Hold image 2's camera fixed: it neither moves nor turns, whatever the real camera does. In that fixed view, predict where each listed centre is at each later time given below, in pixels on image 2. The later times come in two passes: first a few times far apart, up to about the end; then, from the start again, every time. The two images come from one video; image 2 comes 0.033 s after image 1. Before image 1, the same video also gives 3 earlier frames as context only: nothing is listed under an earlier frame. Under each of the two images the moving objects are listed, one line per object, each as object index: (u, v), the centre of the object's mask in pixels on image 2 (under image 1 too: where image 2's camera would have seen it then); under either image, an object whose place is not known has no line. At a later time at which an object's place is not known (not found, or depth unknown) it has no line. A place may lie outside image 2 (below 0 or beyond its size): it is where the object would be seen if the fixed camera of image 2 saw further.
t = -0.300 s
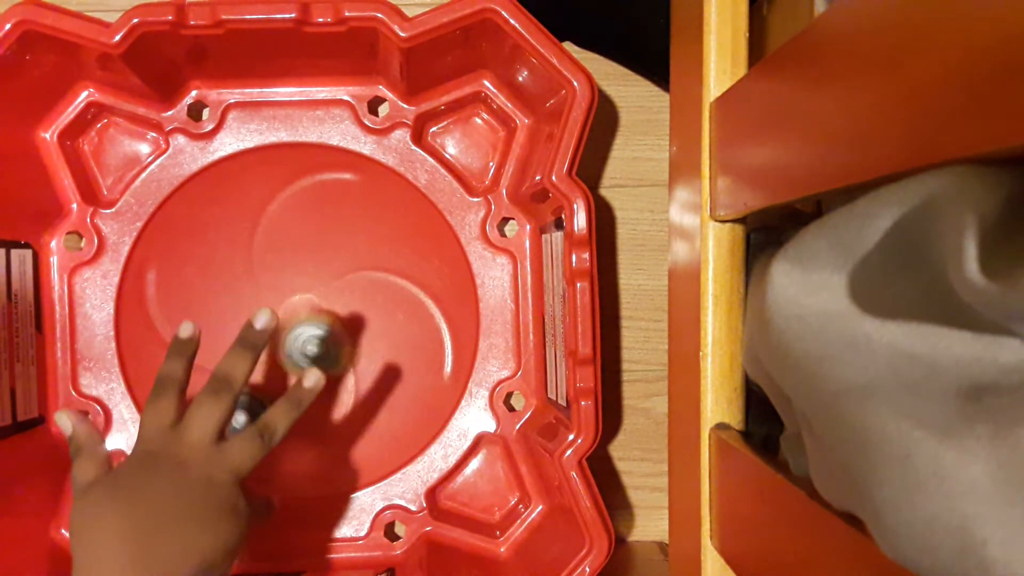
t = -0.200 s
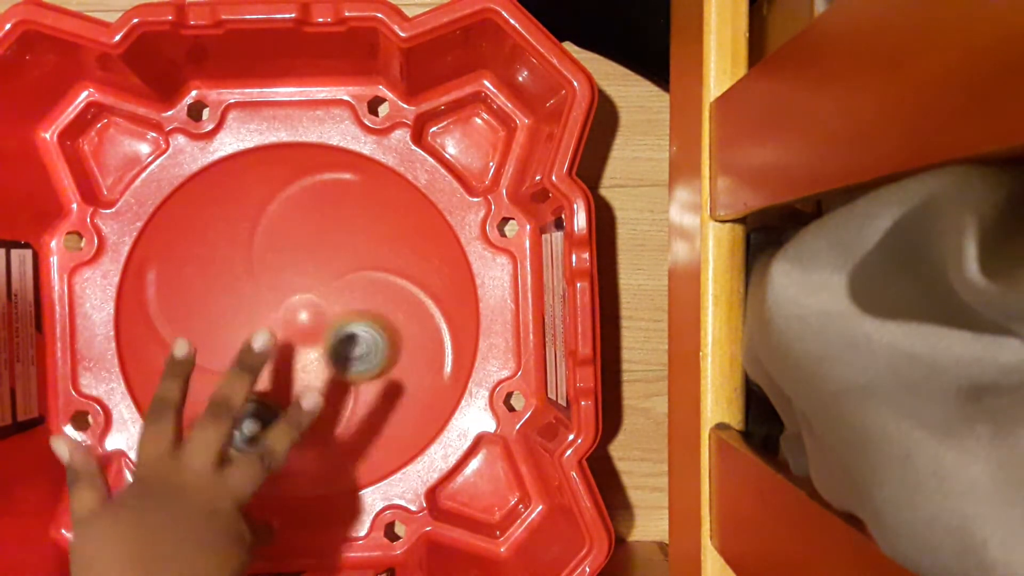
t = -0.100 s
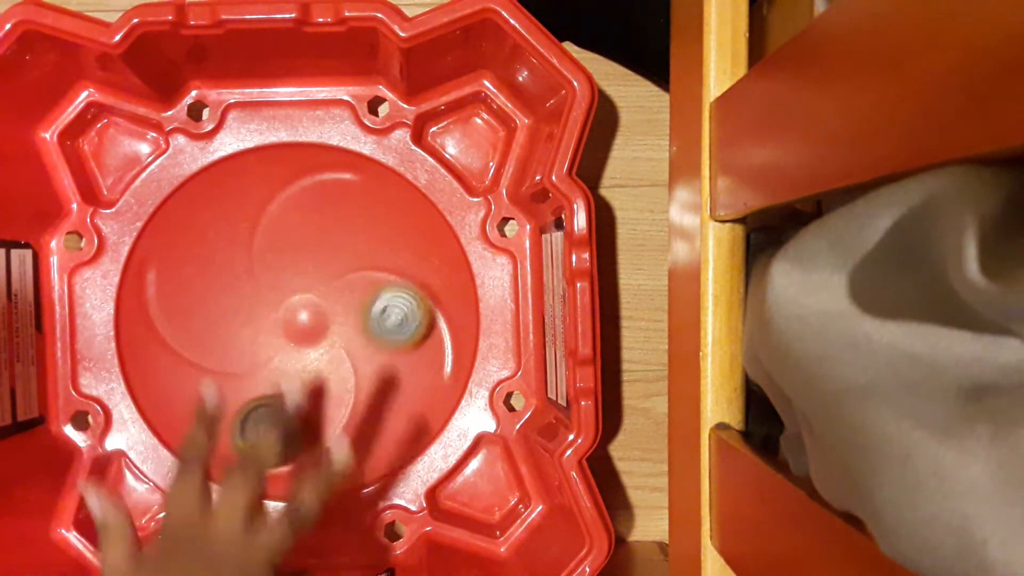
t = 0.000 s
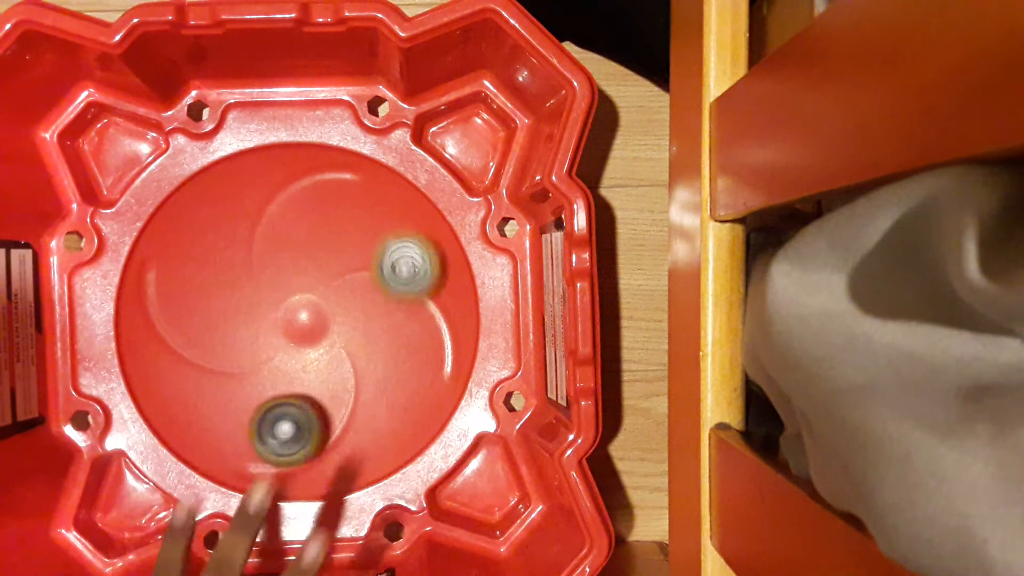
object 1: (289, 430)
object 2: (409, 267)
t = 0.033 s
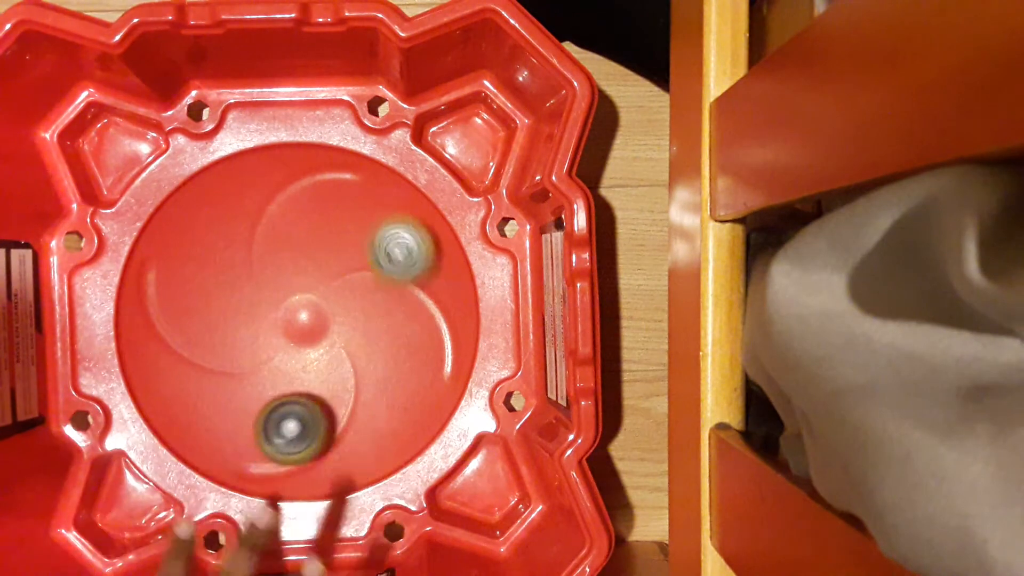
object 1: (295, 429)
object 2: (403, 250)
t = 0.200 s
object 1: (326, 415)
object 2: (309, 222)
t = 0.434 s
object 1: (364, 378)
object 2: (255, 368)
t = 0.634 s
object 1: (381, 341)
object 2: (350, 449)
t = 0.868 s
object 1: (381, 299)
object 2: (440, 348)
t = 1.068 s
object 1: (306, 217)
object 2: (406, 274)
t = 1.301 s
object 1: (275, 167)
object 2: (254, 302)
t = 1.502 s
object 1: (287, 222)
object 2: (215, 408)
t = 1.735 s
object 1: (258, 323)
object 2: (314, 460)
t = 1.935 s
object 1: (186, 385)
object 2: (352, 331)
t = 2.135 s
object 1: (151, 383)
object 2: (272, 247)
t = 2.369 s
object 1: (238, 342)
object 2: (175, 290)
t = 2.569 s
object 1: (317, 364)
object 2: (241, 380)
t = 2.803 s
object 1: (412, 422)
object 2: (350, 353)
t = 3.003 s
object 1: (396, 419)
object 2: (356, 257)
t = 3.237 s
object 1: (352, 347)
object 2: (253, 247)
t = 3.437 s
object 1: (360, 271)
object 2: (255, 352)
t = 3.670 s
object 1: (367, 228)
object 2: (365, 393)
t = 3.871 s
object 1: (348, 227)
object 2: (414, 320)
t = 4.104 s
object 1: (270, 225)
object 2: (397, 294)
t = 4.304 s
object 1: (233, 251)
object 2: (371, 330)
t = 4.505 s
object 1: (215, 292)
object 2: (346, 384)
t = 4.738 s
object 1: (226, 353)
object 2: (341, 411)
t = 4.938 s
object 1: (249, 408)
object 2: (343, 368)
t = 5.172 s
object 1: (282, 427)
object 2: (342, 275)
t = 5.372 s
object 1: (326, 410)
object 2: (263, 261)
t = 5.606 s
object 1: (384, 356)
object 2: (251, 352)
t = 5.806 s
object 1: (408, 308)
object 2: (331, 385)
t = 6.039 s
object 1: (392, 254)
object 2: (387, 342)
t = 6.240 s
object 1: (353, 228)
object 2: (359, 326)
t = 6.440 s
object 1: (296, 232)
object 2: (297, 364)
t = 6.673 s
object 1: (222, 271)
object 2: (311, 404)
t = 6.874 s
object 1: (191, 319)
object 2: (322, 351)
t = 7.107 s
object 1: (210, 375)
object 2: (275, 299)
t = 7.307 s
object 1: (258, 409)
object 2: (230, 307)
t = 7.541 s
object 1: (336, 419)
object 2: (286, 341)
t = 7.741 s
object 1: (392, 396)
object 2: (325, 350)
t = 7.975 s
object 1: (411, 351)
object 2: (344, 307)
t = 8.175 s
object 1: (386, 291)
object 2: (304, 291)
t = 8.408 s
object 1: (323, 228)
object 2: (275, 328)
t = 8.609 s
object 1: (269, 217)
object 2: (302, 363)
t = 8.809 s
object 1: (235, 250)
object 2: (343, 341)
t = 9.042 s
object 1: (220, 327)
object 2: (325, 295)
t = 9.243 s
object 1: (235, 399)
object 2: (285, 304)
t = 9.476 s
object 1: (283, 430)
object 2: (283, 350)
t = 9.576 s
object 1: (308, 431)
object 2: (298, 352)
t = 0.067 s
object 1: (301, 427)
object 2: (391, 235)
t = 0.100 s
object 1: (308, 424)
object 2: (374, 224)
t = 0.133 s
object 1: (314, 422)
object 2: (354, 217)
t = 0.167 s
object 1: (320, 418)
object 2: (332, 216)
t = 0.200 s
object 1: (326, 415)
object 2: (309, 222)
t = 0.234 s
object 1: (332, 411)
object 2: (288, 234)
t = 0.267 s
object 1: (339, 406)
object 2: (270, 251)
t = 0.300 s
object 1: (345, 401)
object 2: (259, 271)
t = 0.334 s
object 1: (351, 395)
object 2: (250, 294)
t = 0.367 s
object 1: (356, 389)
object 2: (246, 319)
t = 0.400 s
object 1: (360, 384)
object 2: (250, 344)
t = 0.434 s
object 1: (364, 378)
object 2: (255, 368)
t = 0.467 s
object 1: (368, 372)
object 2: (265, 390)
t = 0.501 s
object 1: (371, 367)
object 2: (277, 409)
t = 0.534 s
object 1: (374, 361)
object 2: (295, 427)
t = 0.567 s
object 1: (376, 354)
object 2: (313, 437)
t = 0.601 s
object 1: (379, 348)
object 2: (331, 446)
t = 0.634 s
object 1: (381, 341)
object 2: (350, 449)
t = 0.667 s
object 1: (383, 335)
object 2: (369, 446)
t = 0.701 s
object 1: (383, 329)
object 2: (388, 442)
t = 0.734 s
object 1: (384, 323)
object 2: (407, 430)
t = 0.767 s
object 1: (383, 317)
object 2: (423, 412)
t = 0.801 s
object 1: (383, 312)
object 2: (433, 393)
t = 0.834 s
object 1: (383, 306)
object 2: (439, 370)
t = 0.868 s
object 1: (381, 299)
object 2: (440, 348)
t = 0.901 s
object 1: (368, 283)
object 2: (450, 336)
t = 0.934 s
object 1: (354, 267)
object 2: (452, 325)
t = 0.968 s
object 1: (340, 255)
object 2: (449, 313)
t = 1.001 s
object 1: (328, 242)
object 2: (440, 298)
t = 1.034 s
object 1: (317, 230)
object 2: (424, 285)
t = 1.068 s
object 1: (306, 217)
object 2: (406, 274)
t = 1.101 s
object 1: (297, 205)
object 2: (384, 267)
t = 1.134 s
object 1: (290, 193)
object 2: (362, 264)
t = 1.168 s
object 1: (283, 183)
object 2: (338, 266)
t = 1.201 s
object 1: (278, 175)
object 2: (315, 270)
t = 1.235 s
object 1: (276, 170)
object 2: (292, 278)
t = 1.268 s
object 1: (275, 167)
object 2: (271, 290)
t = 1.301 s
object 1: (275, 167)
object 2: (254, 302)
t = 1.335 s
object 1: (277, 170)
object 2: (240, 319)
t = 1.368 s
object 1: (279, 176)
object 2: (229, 336)
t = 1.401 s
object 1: (281, 185)
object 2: (221, 354)
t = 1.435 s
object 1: (284, 195)
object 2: (215, 373)
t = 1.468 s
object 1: (286, 208)
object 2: (214, 390)
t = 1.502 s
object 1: (287, 222)
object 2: (215, 408)
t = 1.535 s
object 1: (287, 237)
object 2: (219, 427)
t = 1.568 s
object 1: (287, 252)
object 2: (227, 444)
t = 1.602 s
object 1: (285, 265)
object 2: (240, 457)
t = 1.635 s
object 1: (281, 280)
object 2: (256, 468)
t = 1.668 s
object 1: (275, 294)
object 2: (273, 473)
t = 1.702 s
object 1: (268, 309)
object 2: (294, 469)
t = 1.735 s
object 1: (258, 323)
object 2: (314, 460)
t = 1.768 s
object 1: (247, 337)
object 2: (331, 443)
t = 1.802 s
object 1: (235, 350)
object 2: (343, 421)
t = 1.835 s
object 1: (223, 361)
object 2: (352, 398)
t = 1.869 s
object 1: (209, 371)
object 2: (355, 376)
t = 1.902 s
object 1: (198, 379)
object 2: (356, 352)
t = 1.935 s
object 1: (186, 385)
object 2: (352, 331)
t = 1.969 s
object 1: (175, 390)
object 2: (346, 310)
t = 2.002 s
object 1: (165, 393)
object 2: (335, 292)
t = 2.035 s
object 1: (155, 395)
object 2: (323, 276)
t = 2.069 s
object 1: (148, 394)
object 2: (310, 264)
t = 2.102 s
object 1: (146, 390)
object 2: (292, 254)
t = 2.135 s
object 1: (151, 383)
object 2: (272, 247)
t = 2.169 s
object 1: (159, 376)
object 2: (257, 243)
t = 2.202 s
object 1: (167, 370)
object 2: (242, 243)
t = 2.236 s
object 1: (181, 361)
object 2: (224, 246)
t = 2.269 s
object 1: (194, 354)
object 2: (209, 252)
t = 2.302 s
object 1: (209, 349)
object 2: (194, 261)
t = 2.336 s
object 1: (225, 345)
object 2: (179, 273)
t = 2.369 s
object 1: (238, 342)
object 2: (175, 290)
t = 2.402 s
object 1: (252, 340)
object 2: (173, 307)
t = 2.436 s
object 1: (265, 341)
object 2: (177, 327)
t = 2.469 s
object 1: (279, 344)
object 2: (187, 345)
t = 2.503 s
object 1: (292, 349)
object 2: (201, 360)
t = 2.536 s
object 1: (305, 356)
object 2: (219, 372)
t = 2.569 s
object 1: (317, 364)
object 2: (241, 380)
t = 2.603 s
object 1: (332, 373)
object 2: (259, 385)
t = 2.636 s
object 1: (350, 379)
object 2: (273, 388)
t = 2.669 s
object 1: (367, 387)
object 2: (291, 389)
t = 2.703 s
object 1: (379, 395)
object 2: (305, 385)
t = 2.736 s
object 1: (392, 404)
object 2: (322, 377)
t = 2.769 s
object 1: (405, 414)
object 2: (337, 365)
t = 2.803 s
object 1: (412, 422)
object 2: (350, 353)
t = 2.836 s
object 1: (418, 429)
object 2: (361, 337)
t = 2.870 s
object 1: (420, 434)
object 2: (367, 322)
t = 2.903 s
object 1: (417, 434)
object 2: (370, 304)
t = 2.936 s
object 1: (411, 431)
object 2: (369, 285)
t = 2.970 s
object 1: (404, 426)
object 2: (364, 270)
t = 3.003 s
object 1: (396, 419)
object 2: (356, 257)
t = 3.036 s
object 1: (388, 411)
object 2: (346, 245)
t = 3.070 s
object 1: (380, 402)
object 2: (334, 237)
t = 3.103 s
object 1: (372, 392)
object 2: (318, 229)
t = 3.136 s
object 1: (365, 381)
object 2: (300, 227)
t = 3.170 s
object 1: (359, 371)
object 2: (283, 230)
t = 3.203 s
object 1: (355, 359)
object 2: (266, 238)
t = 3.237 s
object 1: (352, 347)
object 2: (253, 247)
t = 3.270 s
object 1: (351, 335)
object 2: (244, 262)
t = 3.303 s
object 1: (351, 322)
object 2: (238, 280)
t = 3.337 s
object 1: (352, 308)
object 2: (237, 298)
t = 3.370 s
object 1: (354, 294)
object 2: (239, 318)
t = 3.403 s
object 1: (357, 282)
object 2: (246, 337)
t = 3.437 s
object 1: (360, 271)
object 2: (255, 352)
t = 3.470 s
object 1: (363, 260)
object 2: (267, 368)
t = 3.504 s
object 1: (365, 252)
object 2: (282, 382)
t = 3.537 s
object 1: (367, 245)
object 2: (299, 392)
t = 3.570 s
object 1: (367, 239)
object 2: (317, 396)
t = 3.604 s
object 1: (368, 234)
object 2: (333, 398)
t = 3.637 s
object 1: (368, 230)
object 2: (352, 397)
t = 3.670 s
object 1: (367, 228)
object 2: (365, 393)
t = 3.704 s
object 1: (365, 225)
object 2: (378, 388)
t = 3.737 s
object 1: (362, 224)
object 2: (393, 378)
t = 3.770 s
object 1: (360, 224)
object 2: (402, 367)
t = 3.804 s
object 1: (357, 224)
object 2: (410, 352)
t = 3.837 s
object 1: (352, 225)
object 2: (414, 336)
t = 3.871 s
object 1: (348, 227)
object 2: (414, 320)
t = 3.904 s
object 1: (342, 228)
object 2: (411, 303)
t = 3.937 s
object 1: (336, 230)
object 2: (403, 287)
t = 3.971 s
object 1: (329, 232)
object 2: (395, 276)
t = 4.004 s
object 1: (312, 227)
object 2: (398, 279)
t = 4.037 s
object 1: (294, 224)
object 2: (398, 285)
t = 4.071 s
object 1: (281, 224)
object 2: (398, 290)
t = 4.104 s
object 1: (270, 225)
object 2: (397, 294)
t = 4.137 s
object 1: (260, 228)
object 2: (395, 298)
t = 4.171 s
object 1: (252, 232)
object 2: (391, 302)
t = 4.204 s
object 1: (247, 236)
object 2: (387, 307)
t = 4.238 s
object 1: (242, 241)
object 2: (383, 314)
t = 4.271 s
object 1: (237, 246)
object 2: (377, 322)
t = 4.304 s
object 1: (233, 251)
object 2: (371, 330)
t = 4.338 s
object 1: (229, 257)
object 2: (366, 338)
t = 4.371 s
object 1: (225, 263)
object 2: (361, 348)
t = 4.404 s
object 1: (222, 270)
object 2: (356, 358)
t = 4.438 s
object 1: (219, 277)
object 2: (352, 367)
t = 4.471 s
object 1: (217, 284)
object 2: (349, 376)
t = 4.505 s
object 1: (215, 292)
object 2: (346, 384)
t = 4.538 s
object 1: (215, 300)
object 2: (345, 393)
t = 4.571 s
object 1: (215, 308)
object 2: (345, 402)
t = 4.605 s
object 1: (215, 316)
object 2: (345, 412)
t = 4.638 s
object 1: (217, 325)
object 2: (344, 419)
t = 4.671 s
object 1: (219, 335)
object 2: (343, 421)
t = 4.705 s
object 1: (222, 343)
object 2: (342, 417)
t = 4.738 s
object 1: (226, 353)
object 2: (341, 411)
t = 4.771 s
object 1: (230, 362)
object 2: (339, 405)
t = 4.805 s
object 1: (237, 373)
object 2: (336, 401)
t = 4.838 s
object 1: (243, 382)
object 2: (333, 395)
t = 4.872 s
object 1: (249, 390)
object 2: (328, 389)
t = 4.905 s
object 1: (251, 398)
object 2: (331, 381)
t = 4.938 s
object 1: (249, 408)
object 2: (343, 368)
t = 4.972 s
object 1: (252, 415)
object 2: (352, 357)
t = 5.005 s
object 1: (255, 420)
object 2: (358, 342)
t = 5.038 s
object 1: (260, 423)
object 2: (360, 328)
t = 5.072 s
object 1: (265, 425)
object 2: (360, 314)
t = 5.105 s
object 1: (270, 427)
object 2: (356, 300)
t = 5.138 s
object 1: (276, 427)
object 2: (350, 286)
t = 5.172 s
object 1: (282, 427)
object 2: (342, 275)
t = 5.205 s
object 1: (288, 426)
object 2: (330, 266)
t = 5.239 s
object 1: (295, 424)
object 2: (319, 258)
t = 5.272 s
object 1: (302, 422)
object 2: (305, 254)
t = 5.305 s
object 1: (310, 419)
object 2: (291, 253)
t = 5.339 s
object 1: (318, 415)
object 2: (276, 255)
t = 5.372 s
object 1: (326, 410)
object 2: (263, 261)
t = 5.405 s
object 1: (334, 405)
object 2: (252, 268)
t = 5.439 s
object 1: (344, 398)
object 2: (244, 280)
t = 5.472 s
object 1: (354, 389)
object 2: (239, 293)
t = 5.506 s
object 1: (362, 381)
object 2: (237, 307)
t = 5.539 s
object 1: (370, 372)
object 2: (238, 323)
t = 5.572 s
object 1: (377, 364)
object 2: (242, 339)
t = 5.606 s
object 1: (384, 356)
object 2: (251, 352)
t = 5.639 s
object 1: (390, 347)
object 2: (261, 364)
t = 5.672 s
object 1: (396, 339)
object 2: (274, 374)
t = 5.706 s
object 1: (400, 331)
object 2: (288, 380)
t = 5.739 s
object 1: (404, 323)
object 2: (303, 385)
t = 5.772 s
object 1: (407, 315)
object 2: (317, 387)
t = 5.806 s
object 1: (408, 308)
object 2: (331, 385)
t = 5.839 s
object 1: (409, 301)
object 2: (344, 381)
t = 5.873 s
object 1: (409, 292)
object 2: (357, 376)
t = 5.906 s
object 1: (407, 283)
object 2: (368, 368)
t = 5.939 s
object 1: (403, 277)
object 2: (376, 360)
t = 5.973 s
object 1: (399, 272)
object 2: (384, 350)
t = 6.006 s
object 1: (396, 263)
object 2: (387, 344)
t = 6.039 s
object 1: (392, 254)
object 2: (387, 342)
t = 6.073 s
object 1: (387, 247)
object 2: (387, 339)
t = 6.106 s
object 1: (381, 241)
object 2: (385, 335)
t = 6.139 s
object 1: (375, 237)
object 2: (382, 332)
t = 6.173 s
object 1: (369, 233)
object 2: (375, 329)
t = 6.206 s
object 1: (361, 230)
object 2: (369, 327)
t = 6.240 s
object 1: (353, 228)
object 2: (359, 326)
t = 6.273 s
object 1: (344, 227)
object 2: (347, 327)
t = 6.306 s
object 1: (336, 227)
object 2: (335, 330)
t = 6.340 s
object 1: (327, 227)
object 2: (324, 336)
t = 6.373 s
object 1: (317, 228)
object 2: (313, 345)
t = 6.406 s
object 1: (306, 230)
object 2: (303, 355)
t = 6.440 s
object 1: (296, 232)
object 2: (297, 364)
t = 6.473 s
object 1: (285, 235)
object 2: (293, 376)
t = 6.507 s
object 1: (274, 239)
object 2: (292, 386)
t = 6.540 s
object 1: (263, 244)
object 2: (294, 396)
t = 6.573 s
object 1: (251, 250)
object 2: (298, 402)
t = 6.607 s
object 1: (241, 257)
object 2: (303, 405)
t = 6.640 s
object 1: (231, 263)
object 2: (307, 406)
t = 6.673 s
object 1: (222, 271)
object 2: (311, 404)
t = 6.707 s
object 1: (214, 279)
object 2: (315, 400)
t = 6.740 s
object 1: (206, 287)
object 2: (319, 393)
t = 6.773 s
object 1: (200, 295)
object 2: (323, 385)
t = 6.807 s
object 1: (196, 303)
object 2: (324, 375)
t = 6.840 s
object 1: (193, 311)
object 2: (324, 363)
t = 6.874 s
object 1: (191, 319)
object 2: (322, 351)
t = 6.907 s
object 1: (190, 327)
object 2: (316, 338)
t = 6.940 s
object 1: (190, 334)
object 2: (312, 332)
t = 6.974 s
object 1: (192, 341)
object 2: (306, 327)
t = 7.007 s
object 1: (194, 351)
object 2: (298, 323)
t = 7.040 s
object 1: (198, 362)
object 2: (291, 316)
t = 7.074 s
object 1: (204, 369)
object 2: (283, 306)
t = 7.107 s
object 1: (210, 375)
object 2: (275, 299)
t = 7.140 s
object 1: (216, 382)
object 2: (267, 294)
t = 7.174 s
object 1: (224, 388)
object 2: (258, 292)
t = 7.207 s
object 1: (231, 394)
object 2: (249, 293)
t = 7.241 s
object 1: (240, 400)
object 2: (240, 296)
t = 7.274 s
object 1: (249, 404)
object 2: (233, 300)
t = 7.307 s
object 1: (258, 409)
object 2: (230, 307)
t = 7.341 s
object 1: (268, 413)
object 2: (230, 314)
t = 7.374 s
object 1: (279, 416)
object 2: (233, 322)
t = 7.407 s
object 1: (289, 419)
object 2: (240, 329)
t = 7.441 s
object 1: (301, 420)
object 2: (249, 336)
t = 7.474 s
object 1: (312, 421)
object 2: (261, 340)
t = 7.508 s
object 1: (323, 421)
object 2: (273, 342)
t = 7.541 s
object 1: (336, 419)
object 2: (286, 341)
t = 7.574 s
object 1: (348, 416)
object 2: (297, 341)
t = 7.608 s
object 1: (359, 413)
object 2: (304, 340)
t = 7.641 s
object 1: (369, 409)
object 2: (308, 342)
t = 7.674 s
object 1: (378, 405)
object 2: (311, 345)
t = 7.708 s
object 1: (385, 401)
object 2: (316, 348)
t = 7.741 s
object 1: (392, 396)
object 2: (325, 350)
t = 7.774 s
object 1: (398, 391)
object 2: (334, 349)
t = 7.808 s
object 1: (405, 385)
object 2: (340, 343)
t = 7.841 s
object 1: (409, 380)
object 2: (344, 337)
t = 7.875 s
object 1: (412, 374)
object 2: (346, 330)
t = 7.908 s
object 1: (412, 367)
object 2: (347, 322)
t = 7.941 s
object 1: (412, 359)
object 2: (346, 315)
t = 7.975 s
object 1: (411, 351)
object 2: (344, 307)
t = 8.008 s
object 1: (409, 342)
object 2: (340, 301)
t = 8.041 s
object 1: (406, 333)
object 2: (334, 295)
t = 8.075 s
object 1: (402, 324)
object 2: (327, 291)
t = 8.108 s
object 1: (398, 313)
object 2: (320, 289)
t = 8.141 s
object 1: (392, 302)
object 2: (312, 289)
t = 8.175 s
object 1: (386, 291)
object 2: (304, 291)
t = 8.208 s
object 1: (379, 280)
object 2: (297, 294)
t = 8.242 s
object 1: (370, 270)
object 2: (290, 300)
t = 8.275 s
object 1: (361, 260)
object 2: (285, 305)
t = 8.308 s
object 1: (352, 250)
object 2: (281, 310)
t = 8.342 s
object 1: (342, 242)
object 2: (278, 315)
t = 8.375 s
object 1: (332, 234)
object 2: (276, 321)
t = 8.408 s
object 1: (323, 228)
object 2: (275, 328)
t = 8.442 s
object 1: (313, 223)
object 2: (276, 335)
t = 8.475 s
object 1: (304, 219)
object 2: (278, 343)
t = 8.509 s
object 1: (295, 216)
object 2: (283, 351)
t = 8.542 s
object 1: (287, 216)
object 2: (286, 356)
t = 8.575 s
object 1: (279, 216)
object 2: (294, 360)
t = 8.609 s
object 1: (269, 217)
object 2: (302, 363)
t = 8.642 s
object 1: (260, 221)
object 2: (310, 364)
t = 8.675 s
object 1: (254, 225)
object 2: (318, 362)
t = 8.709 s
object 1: (249, 230)
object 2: (326, 359)
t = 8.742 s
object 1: (244, 236)
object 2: (332, 355)
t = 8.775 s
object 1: (239, 243)
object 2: (338, 348)
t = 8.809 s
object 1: (235, 250)
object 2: (343, 341)
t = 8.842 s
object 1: (231, 258)
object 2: (345, 332)
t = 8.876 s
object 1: (228, 267)
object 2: (345, 324)
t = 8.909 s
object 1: (226, 277)
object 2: (344, 316)
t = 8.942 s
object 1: (223, 289)
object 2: (341, 310)
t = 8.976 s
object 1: (222, 301)
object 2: (338, 304)
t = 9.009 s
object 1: (221, 314)
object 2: (333, 299)
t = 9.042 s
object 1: (220, 327)
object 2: (325, 295)
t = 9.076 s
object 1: (219, 341)
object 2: (317, 292)
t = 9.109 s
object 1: (221, 353)
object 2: (310, 292)
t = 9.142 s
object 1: (224, 366)
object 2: (304, 293)
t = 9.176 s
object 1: (227, 378)
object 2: (297, 295)
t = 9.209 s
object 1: (231, 389)
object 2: (290, 299)
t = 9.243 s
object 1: (235, 399)
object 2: (285, 304)
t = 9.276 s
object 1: (240, 408)
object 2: (281, 310)
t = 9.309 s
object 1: (246, 416)
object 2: (278, 314)
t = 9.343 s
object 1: (253, 421)
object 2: (276, 320)
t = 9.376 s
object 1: (260, 425)
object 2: (276, 328)
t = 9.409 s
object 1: (267, 428)
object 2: (276, 336)
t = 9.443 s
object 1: (275, 429)
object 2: (278, 344)
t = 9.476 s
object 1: (283, 430)
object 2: (283, 350)
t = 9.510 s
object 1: (291, 430)
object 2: (288, 355)
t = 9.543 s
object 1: (300, 432)
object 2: (294, 354)
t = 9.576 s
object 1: (308, 431)
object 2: (298, 352)
